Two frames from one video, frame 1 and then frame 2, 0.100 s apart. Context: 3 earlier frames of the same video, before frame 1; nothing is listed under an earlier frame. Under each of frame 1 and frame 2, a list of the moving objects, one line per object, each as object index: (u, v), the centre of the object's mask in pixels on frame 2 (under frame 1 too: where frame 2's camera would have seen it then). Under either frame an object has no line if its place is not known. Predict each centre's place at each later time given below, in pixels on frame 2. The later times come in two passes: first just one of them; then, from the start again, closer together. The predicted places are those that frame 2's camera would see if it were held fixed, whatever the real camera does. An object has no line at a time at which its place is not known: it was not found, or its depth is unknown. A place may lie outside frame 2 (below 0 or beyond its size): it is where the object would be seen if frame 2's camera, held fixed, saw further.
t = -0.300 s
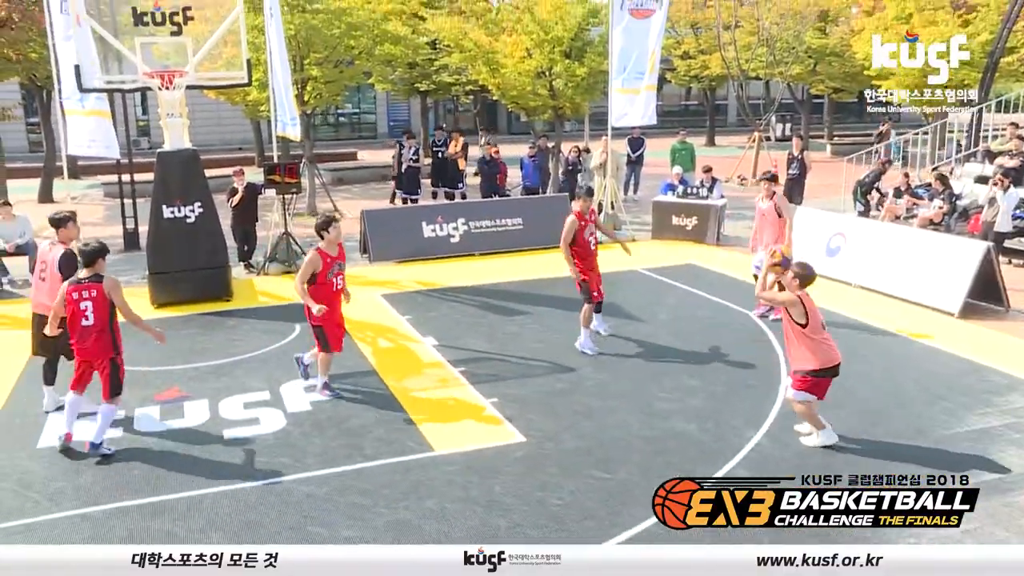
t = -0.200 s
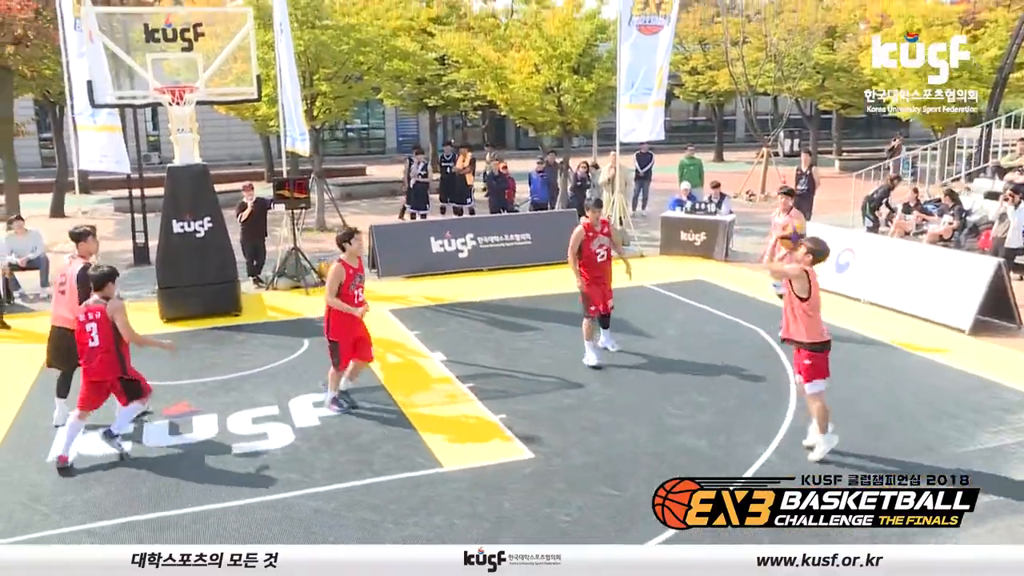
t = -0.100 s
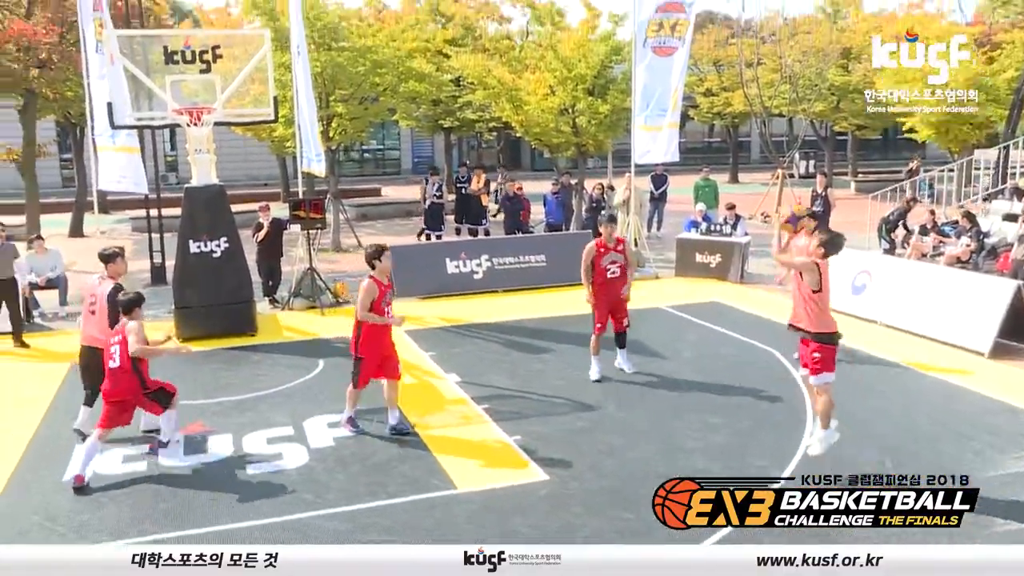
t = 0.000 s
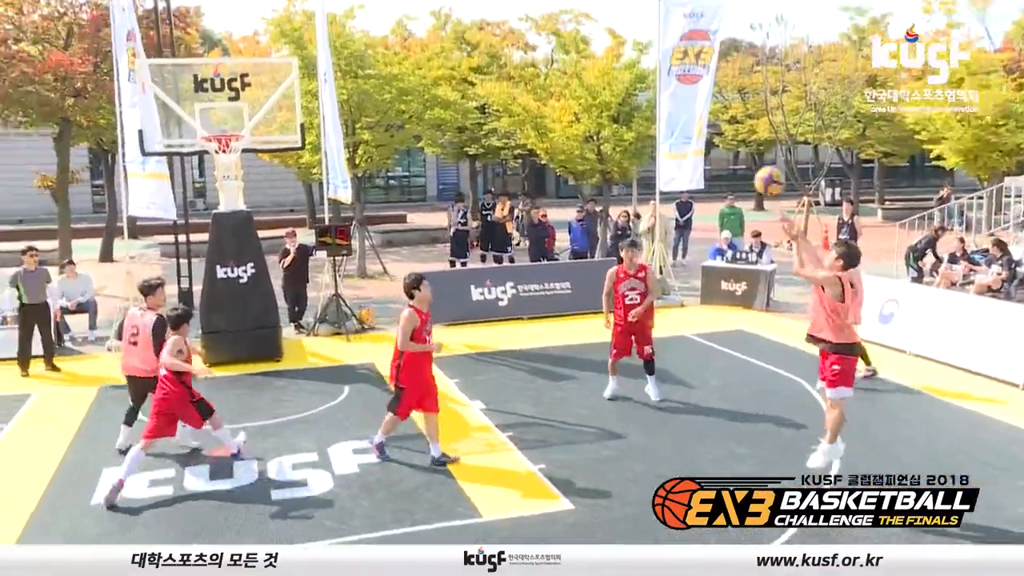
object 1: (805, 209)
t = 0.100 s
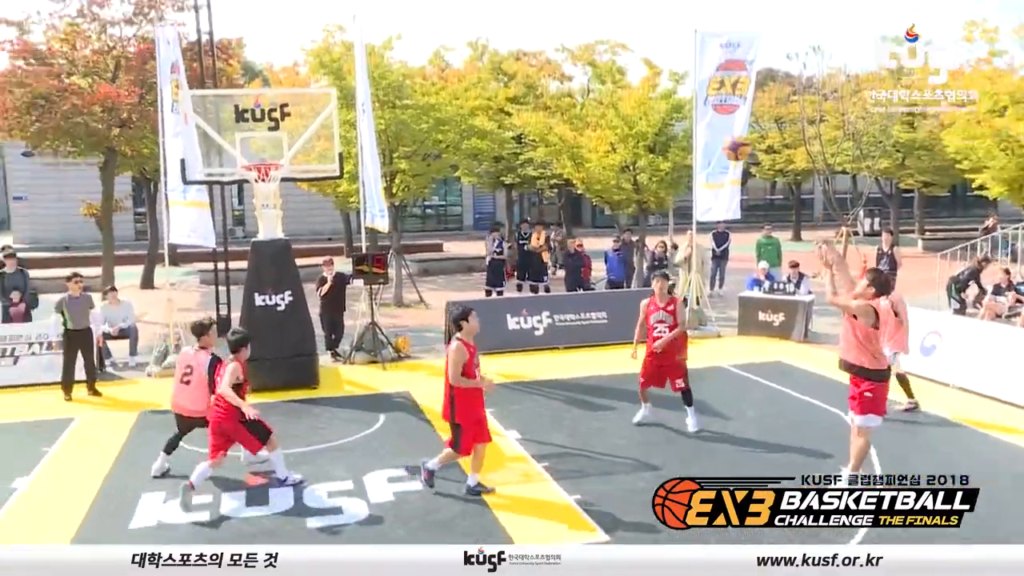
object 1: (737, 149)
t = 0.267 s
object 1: (633, 77)
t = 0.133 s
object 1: (715, 131)
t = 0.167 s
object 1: (692, 115)
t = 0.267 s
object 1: (633, 77)
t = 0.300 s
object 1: (613, 67)
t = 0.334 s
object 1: (594, 60)
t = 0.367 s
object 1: (575, 53)
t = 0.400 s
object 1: (558, 46)
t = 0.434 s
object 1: (540, 43)
